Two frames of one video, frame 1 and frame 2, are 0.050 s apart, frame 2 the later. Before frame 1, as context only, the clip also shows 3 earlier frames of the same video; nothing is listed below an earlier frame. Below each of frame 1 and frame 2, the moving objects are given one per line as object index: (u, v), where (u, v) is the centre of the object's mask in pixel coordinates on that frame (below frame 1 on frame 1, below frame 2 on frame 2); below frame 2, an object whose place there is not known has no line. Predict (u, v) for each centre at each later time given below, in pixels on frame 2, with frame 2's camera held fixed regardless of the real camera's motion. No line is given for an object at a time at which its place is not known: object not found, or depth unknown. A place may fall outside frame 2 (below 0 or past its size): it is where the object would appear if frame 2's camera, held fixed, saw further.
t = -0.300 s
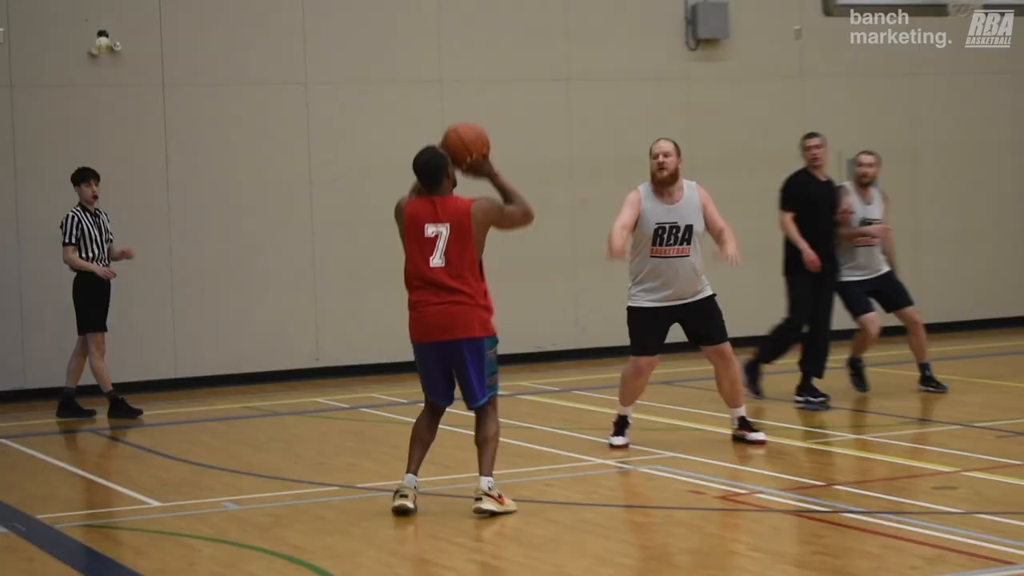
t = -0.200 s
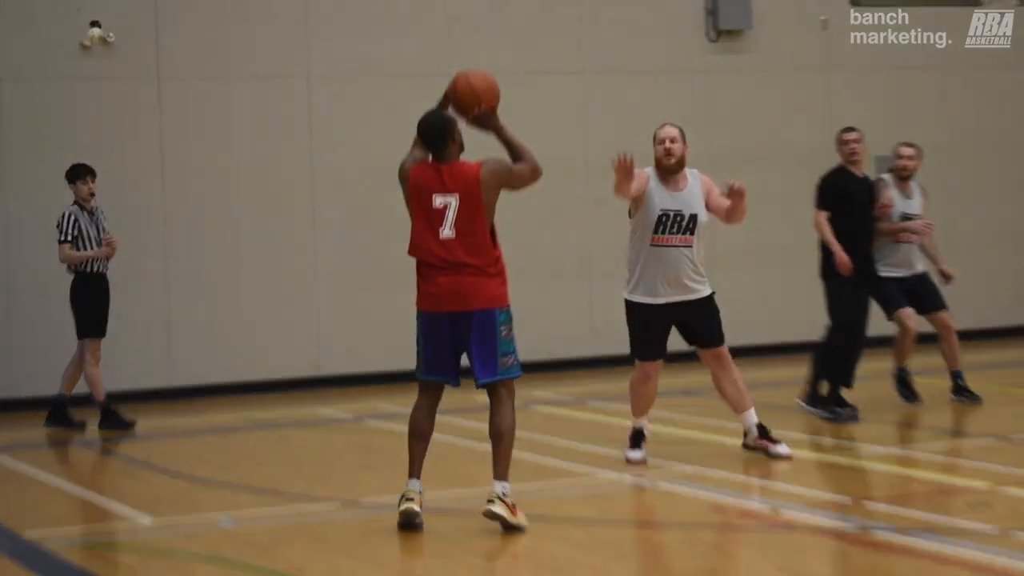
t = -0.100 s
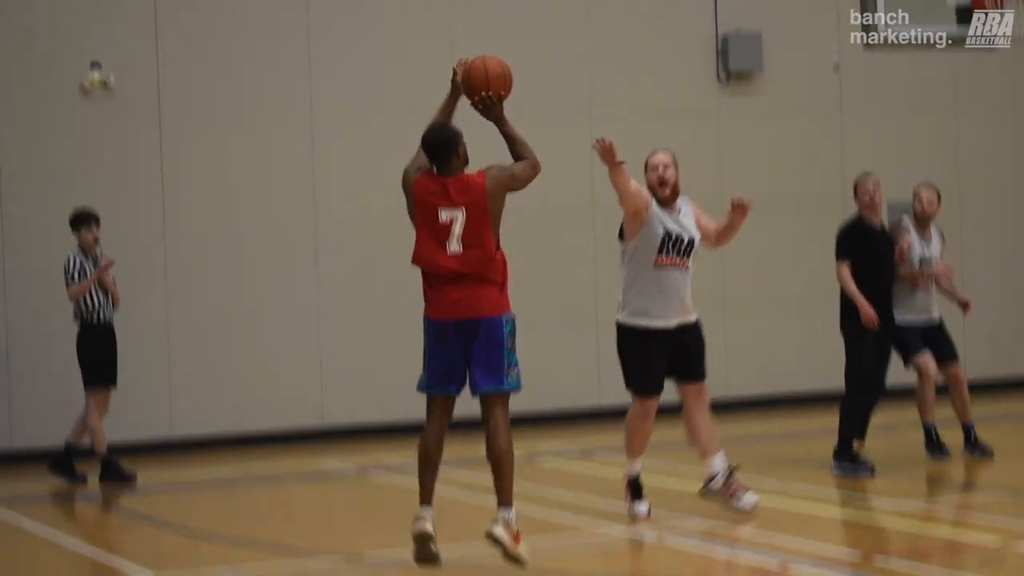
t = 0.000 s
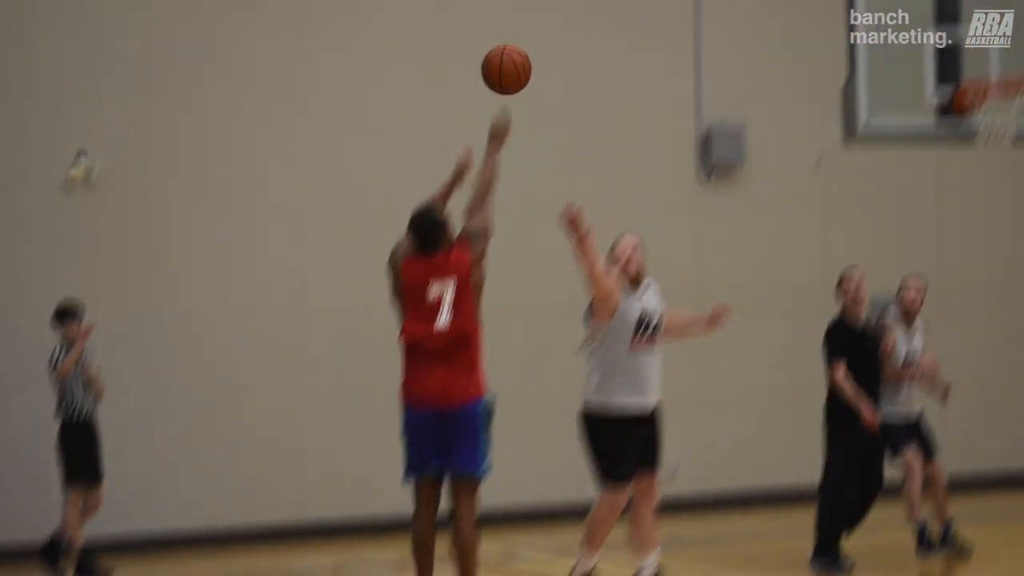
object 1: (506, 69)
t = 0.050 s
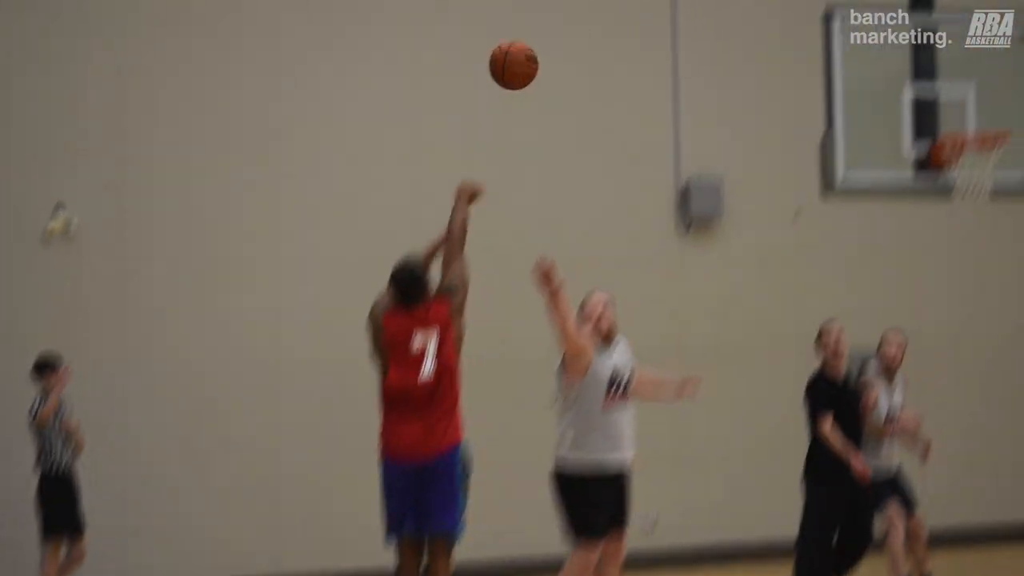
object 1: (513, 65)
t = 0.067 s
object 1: (525, 45)
